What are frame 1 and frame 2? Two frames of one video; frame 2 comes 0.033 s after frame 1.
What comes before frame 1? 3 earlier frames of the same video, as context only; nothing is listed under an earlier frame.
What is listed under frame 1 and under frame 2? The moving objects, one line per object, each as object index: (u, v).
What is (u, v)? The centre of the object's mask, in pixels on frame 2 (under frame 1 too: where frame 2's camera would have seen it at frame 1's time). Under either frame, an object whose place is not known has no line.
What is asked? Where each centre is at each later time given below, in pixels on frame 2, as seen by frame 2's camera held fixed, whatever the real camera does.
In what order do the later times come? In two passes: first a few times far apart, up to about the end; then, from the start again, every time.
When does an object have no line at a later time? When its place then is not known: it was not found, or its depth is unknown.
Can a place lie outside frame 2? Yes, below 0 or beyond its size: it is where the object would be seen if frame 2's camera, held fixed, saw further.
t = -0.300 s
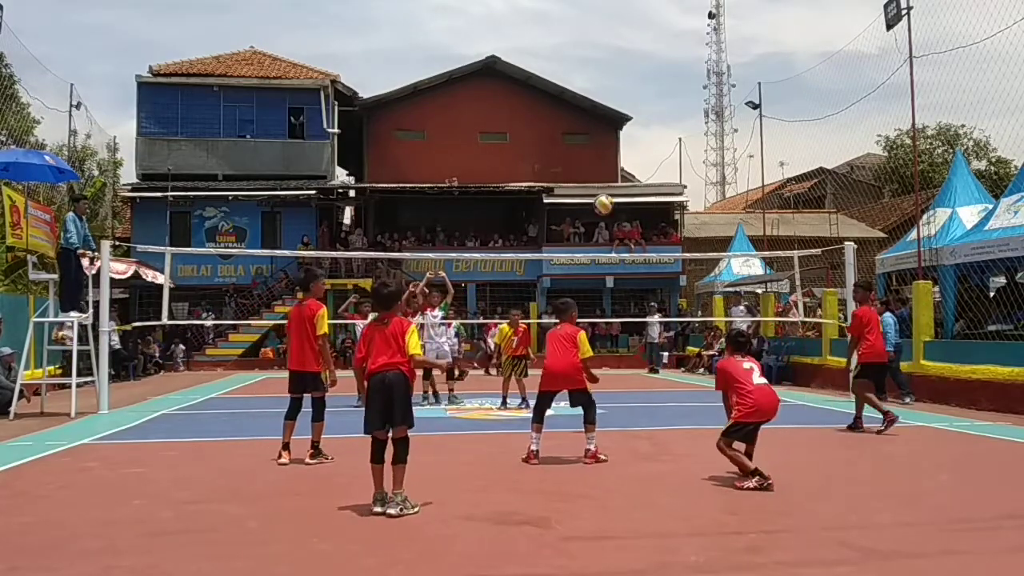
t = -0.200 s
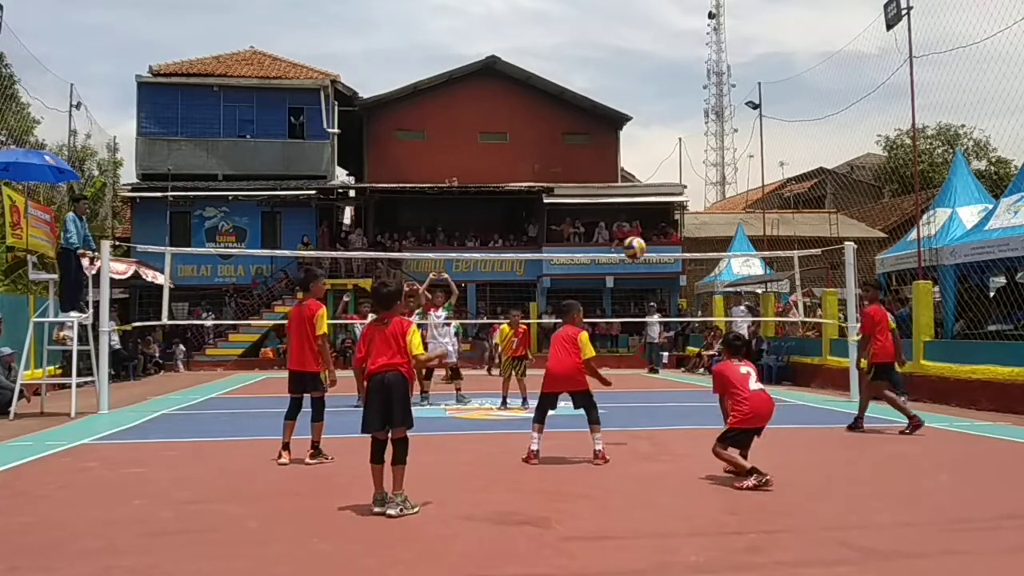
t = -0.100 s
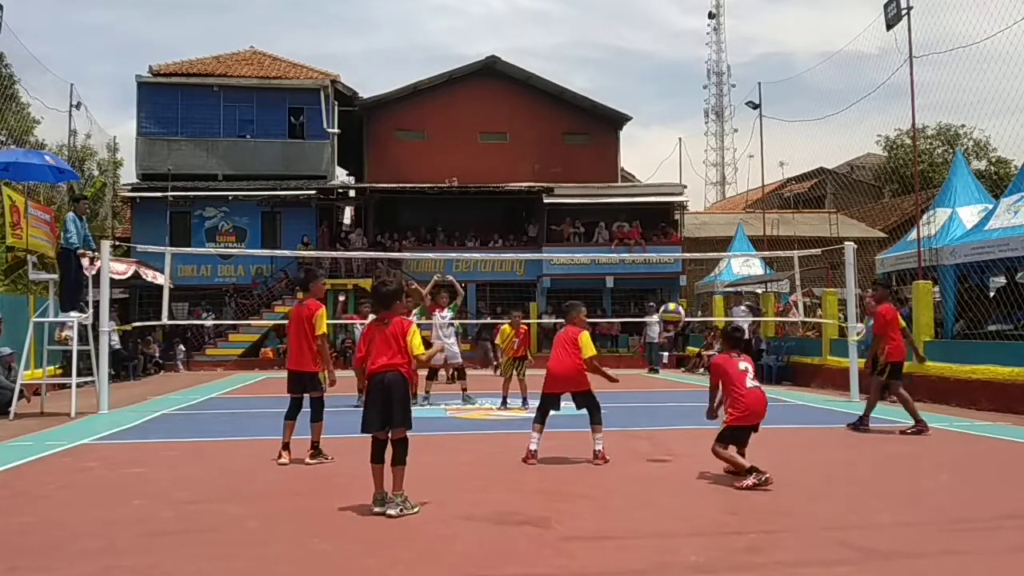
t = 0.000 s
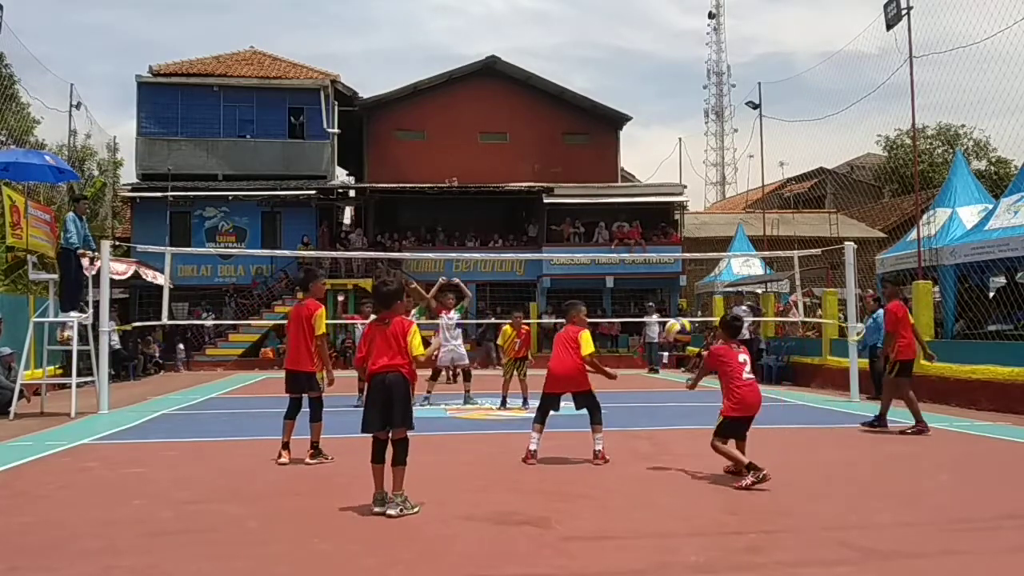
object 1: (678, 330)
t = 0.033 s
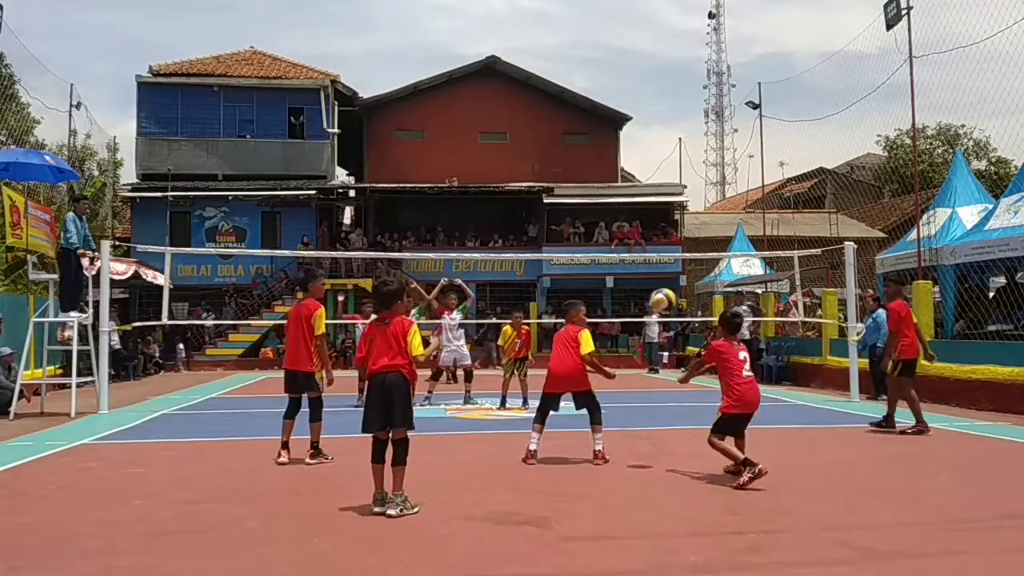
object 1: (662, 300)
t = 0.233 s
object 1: (579, 165)
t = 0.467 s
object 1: (495, 78)
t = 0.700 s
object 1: (422, 57)
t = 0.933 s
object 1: (358, 90)
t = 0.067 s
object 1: (648, 275)
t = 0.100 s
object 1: (634, 248)
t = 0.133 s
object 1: (619, 223)
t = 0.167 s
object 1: (605, 204)
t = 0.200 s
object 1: (593, 183)
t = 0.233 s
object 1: (579, 165)
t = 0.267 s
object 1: (566, 149)
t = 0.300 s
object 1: (554, 133)
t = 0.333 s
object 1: (542, 119)
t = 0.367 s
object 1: (530, 106)
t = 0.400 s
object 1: (518, 96)
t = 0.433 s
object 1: (506, 86)
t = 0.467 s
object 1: (495, 78)
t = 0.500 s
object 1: (484, 71)
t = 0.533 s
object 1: (473, 66)
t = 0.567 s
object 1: (463, 61)
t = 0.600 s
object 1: (453, 58)
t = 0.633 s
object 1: (442, 57)
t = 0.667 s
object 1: (432, 56)
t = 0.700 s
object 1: (422, 57)
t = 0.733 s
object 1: (412, 58)
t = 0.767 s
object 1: (403, 60)
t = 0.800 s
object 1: (393, 64)
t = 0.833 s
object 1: (384, 69)
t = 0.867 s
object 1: (375, 75)
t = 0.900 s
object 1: (366, 82)
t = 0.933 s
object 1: (358, 90)
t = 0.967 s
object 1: (349, 99)
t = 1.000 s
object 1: (341, 108)
